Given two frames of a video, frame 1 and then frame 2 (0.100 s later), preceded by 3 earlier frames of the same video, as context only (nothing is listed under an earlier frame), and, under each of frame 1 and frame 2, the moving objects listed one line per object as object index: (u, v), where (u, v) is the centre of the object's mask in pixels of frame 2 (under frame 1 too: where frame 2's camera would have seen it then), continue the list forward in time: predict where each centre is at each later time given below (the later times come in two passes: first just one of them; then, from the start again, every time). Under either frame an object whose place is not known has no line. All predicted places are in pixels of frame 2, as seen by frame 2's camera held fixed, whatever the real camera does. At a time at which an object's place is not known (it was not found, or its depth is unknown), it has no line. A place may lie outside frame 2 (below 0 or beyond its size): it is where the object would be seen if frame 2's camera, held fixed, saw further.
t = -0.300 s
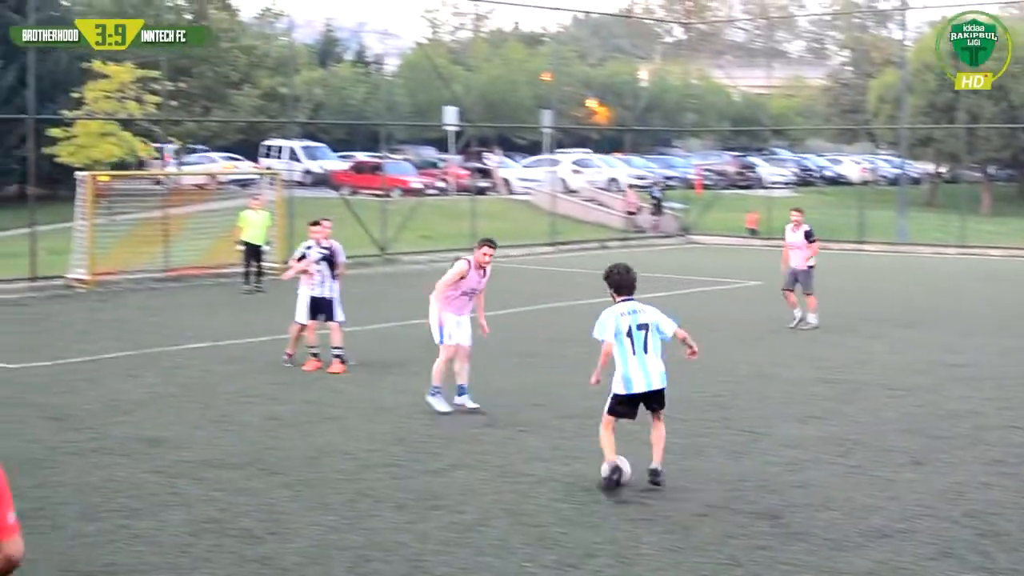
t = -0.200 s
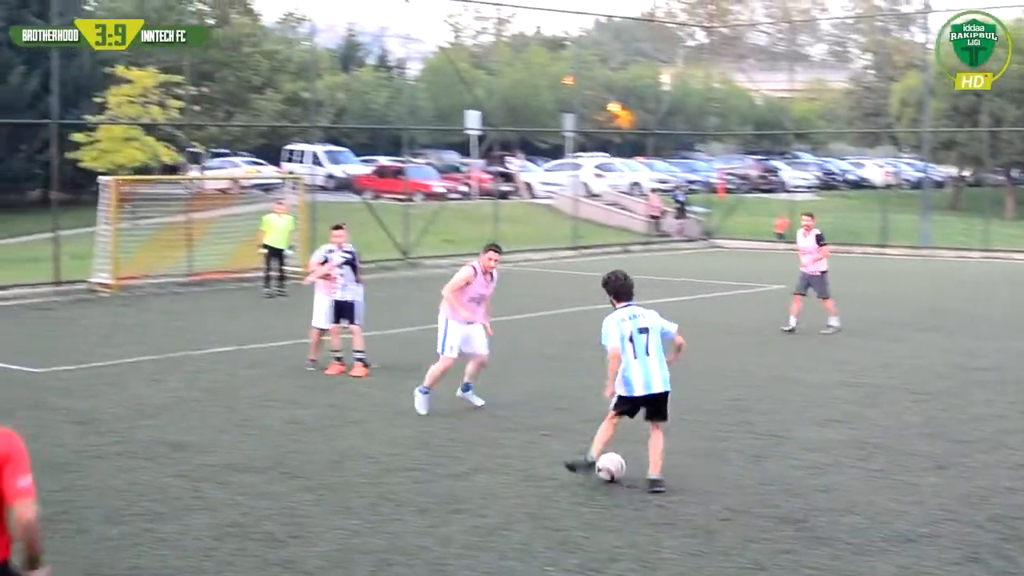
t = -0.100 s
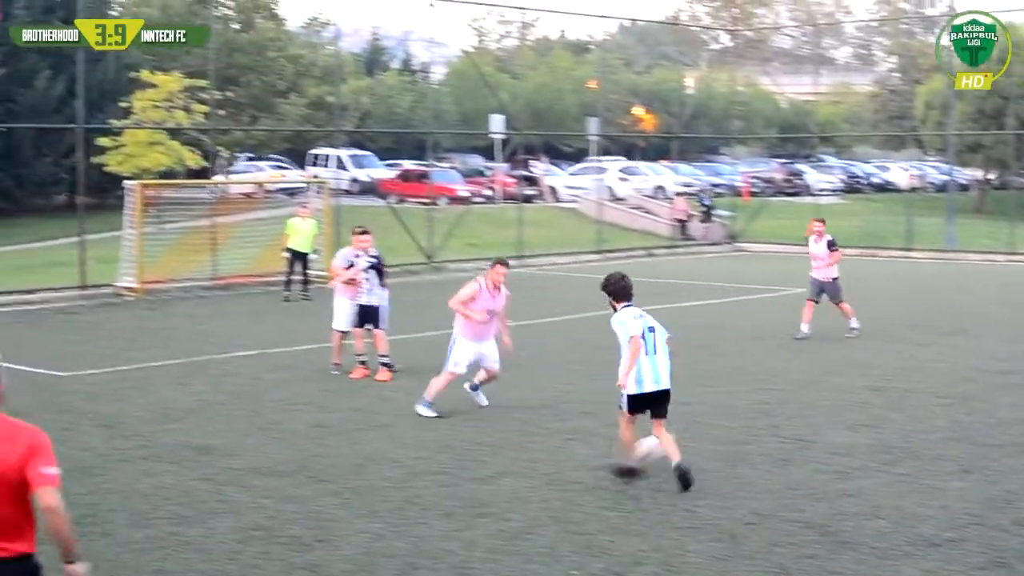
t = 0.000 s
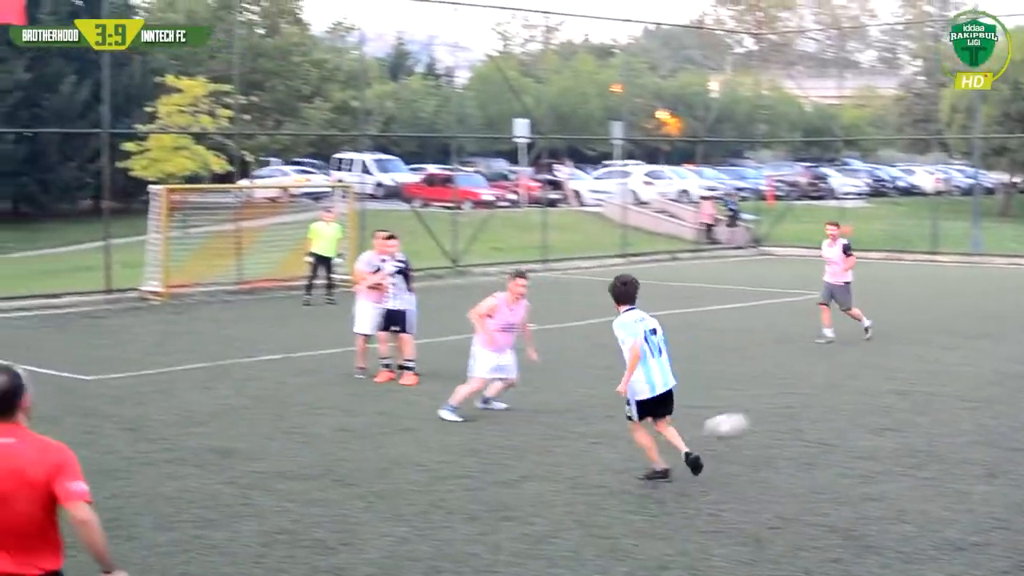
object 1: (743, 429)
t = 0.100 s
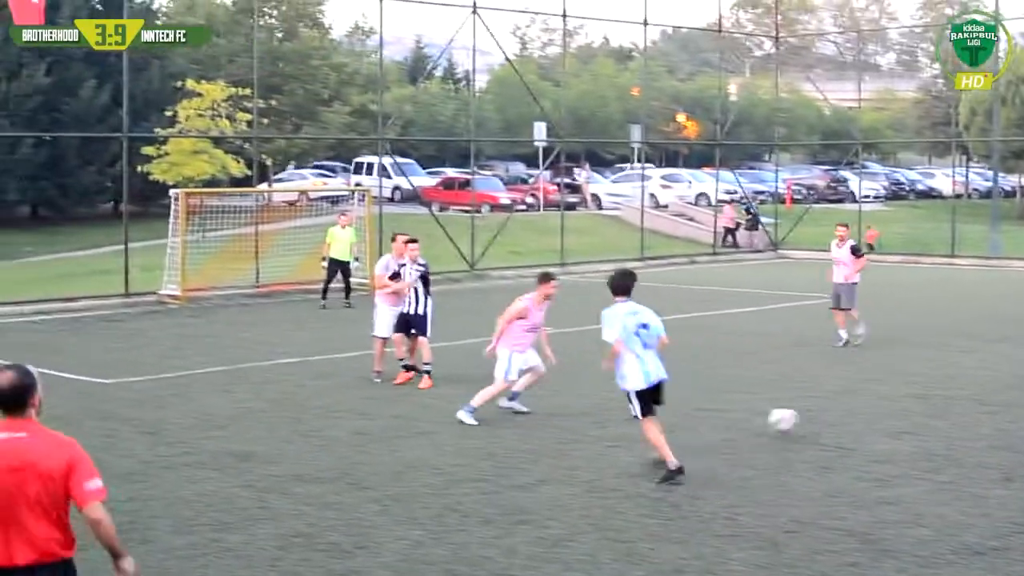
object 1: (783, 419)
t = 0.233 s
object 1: (821, 404)
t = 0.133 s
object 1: (795, 419)
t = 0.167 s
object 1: (805, 417)
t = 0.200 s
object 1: (813, 408)
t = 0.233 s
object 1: (821, 404)
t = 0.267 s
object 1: (829, 400)
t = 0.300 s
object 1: (836, 398)
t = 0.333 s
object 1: (843, 397)
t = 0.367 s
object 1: (848, 397)
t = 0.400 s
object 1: (855, 393)
